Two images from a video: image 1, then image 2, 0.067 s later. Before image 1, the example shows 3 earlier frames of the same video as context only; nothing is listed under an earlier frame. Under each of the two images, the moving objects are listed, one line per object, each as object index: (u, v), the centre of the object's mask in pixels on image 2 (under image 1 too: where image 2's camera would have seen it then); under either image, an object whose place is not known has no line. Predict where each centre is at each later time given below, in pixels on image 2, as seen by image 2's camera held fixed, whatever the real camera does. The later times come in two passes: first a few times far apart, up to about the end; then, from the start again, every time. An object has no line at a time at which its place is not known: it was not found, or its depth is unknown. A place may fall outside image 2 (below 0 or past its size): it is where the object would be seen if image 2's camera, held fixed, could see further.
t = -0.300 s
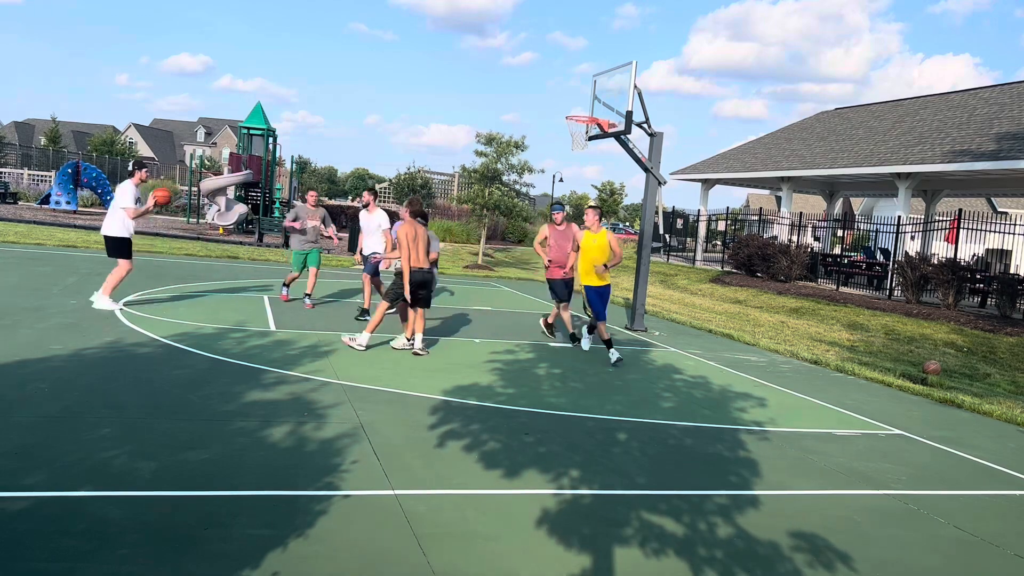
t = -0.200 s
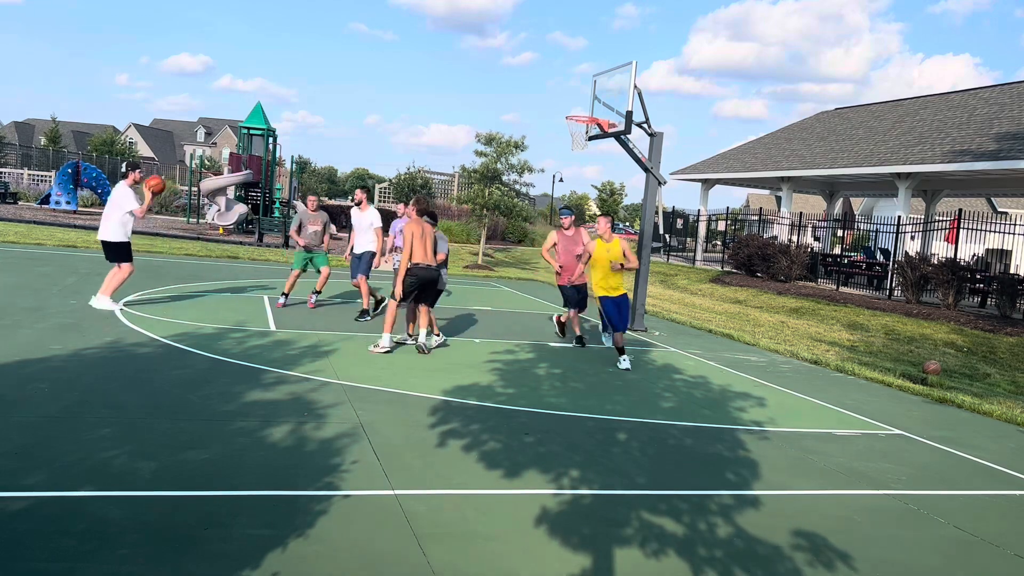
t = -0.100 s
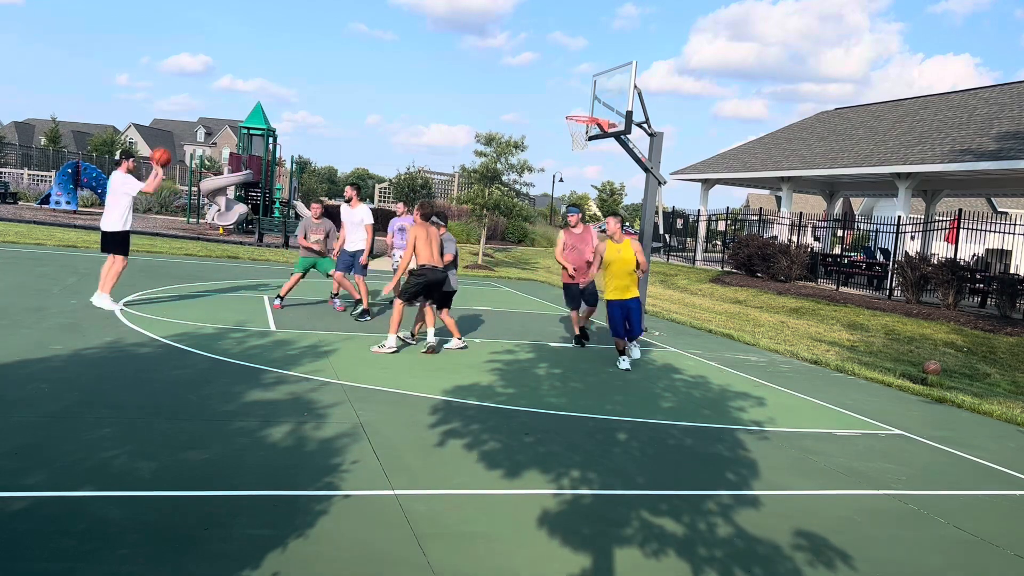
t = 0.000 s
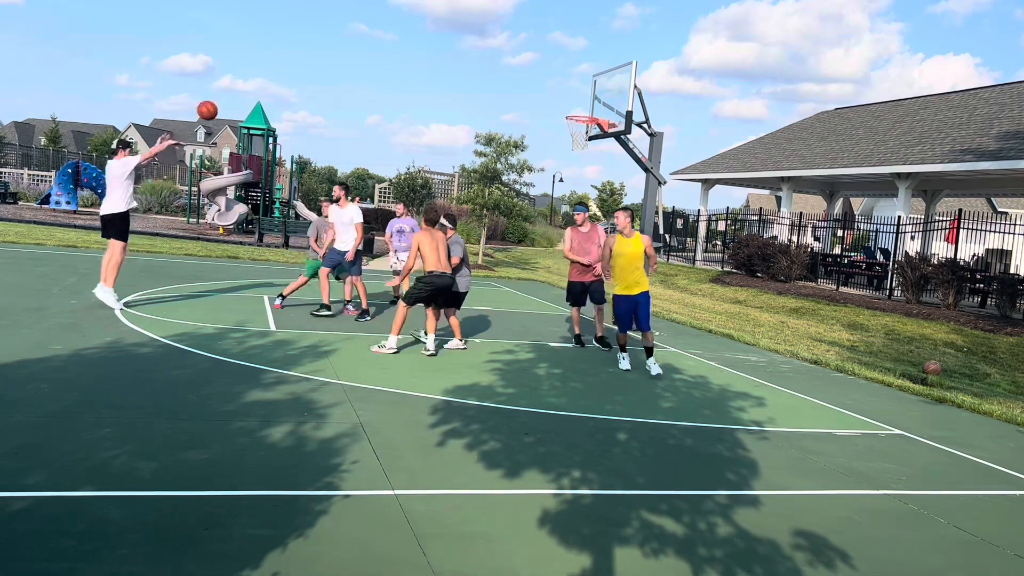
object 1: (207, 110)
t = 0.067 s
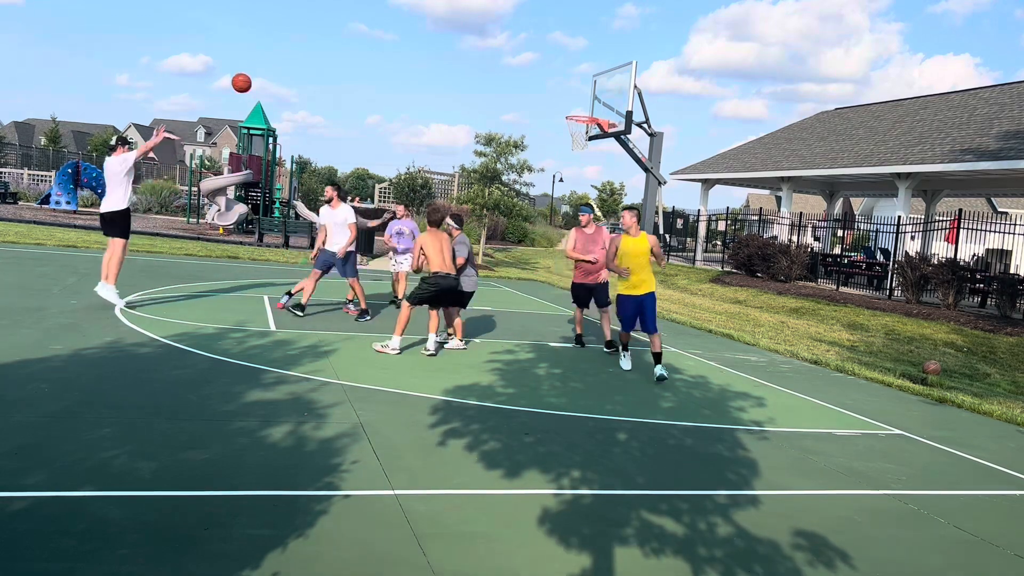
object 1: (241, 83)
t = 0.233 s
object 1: (322, 31)
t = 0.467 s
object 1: (422, 3)
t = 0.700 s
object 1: (510, 7)
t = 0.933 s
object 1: (586, 50)
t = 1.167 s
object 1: (551, 40)
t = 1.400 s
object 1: (475, 37)
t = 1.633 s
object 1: (394, 70)
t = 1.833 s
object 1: (322, 130)
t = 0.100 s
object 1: (258, 70)
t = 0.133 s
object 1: (274, 59)
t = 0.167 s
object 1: (291, 49)
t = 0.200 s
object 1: (306, 40)
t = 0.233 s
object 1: (322, 31)
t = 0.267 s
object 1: (337, 24)
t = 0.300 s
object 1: (352, 18)
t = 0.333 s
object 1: (366, 12)
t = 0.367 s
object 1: (381, 8)
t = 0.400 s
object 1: (395, 6)
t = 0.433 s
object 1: (409, 4)
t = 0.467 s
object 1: (422, 3)
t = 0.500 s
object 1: (436, 3)
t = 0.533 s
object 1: (449, 3)
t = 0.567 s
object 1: (462, 3)
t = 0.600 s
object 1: (474, 3)
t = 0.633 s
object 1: (486, 4)
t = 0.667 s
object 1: (499, 5)
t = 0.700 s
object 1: (510, 7)
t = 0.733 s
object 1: (522, 11)
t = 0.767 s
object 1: (533, 15)
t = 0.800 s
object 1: (544, 21)
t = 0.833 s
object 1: (555, 27)
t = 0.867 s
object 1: (565, 34)
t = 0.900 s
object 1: (576, 42)
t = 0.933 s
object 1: (586, 50)
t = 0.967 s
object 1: (596, 58)
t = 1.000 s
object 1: (603, 66)
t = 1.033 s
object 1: (593, 59)
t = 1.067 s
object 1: (583, 53)
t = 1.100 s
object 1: (572, 48)
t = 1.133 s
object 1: (562, 44)
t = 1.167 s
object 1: (551, 40)
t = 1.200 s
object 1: (541, 38)
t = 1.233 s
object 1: (530, 35)
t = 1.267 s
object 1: (519, 34)
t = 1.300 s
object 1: (508, 34)
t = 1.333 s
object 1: (497, 34)
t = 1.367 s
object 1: (486, 35)
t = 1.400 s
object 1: (475, 37)
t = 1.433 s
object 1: (463, 39)
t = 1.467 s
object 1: (452, 42)
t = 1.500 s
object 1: (440, 46)
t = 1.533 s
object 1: (429, 51)
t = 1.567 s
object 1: (417, 57)
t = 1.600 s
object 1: (405, 63)
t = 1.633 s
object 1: (394, 70)
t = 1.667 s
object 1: (382, 78)
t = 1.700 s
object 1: (370, 87)
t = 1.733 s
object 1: (358, 96)
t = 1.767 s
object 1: (346, 107)
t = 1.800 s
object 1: (334, 118)
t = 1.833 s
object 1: (322, 130)
